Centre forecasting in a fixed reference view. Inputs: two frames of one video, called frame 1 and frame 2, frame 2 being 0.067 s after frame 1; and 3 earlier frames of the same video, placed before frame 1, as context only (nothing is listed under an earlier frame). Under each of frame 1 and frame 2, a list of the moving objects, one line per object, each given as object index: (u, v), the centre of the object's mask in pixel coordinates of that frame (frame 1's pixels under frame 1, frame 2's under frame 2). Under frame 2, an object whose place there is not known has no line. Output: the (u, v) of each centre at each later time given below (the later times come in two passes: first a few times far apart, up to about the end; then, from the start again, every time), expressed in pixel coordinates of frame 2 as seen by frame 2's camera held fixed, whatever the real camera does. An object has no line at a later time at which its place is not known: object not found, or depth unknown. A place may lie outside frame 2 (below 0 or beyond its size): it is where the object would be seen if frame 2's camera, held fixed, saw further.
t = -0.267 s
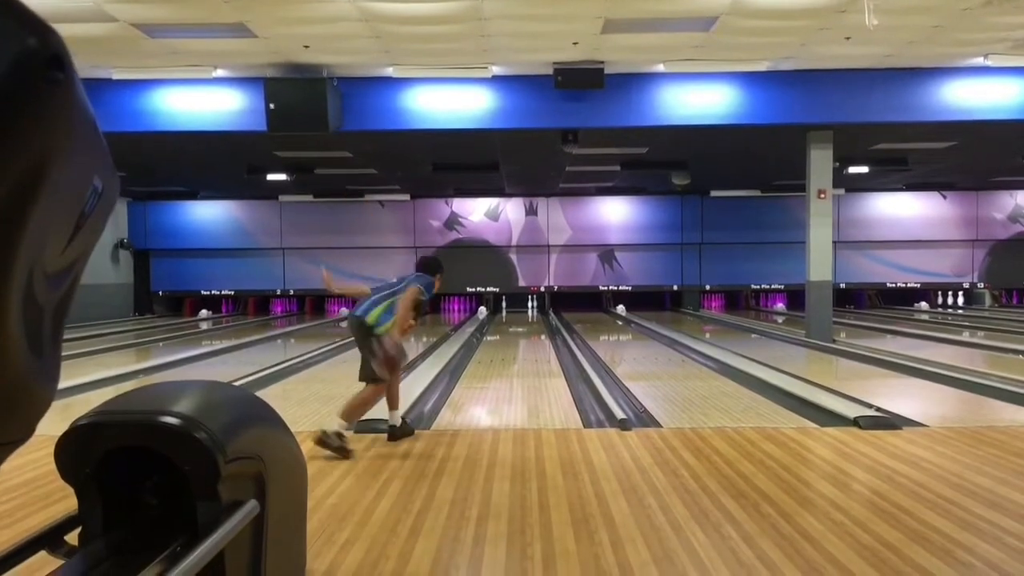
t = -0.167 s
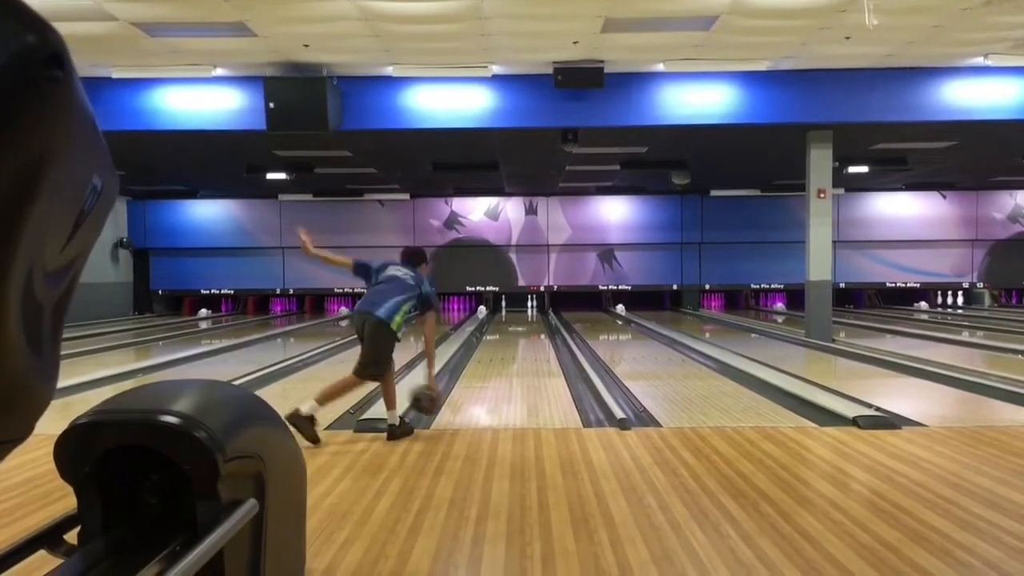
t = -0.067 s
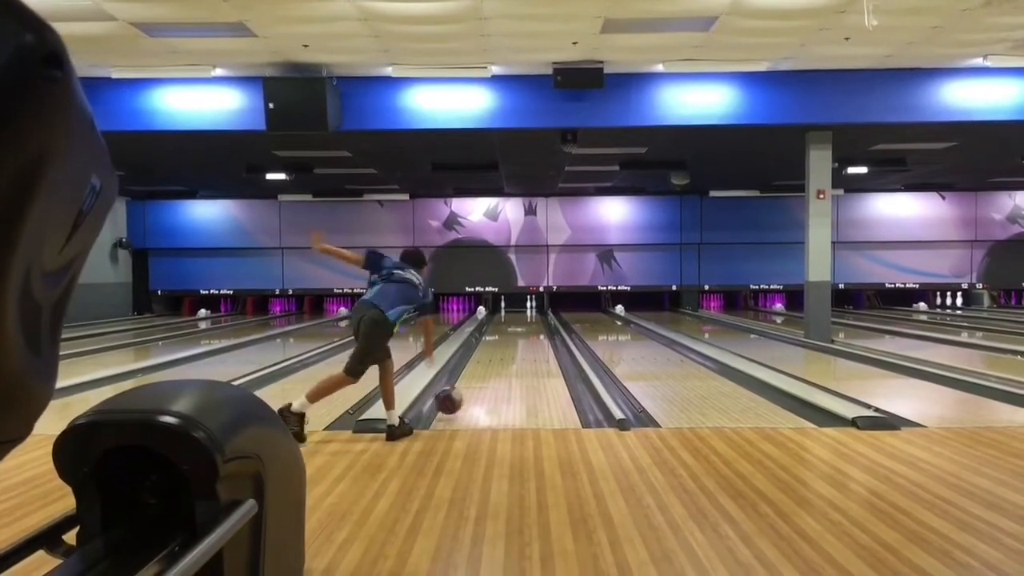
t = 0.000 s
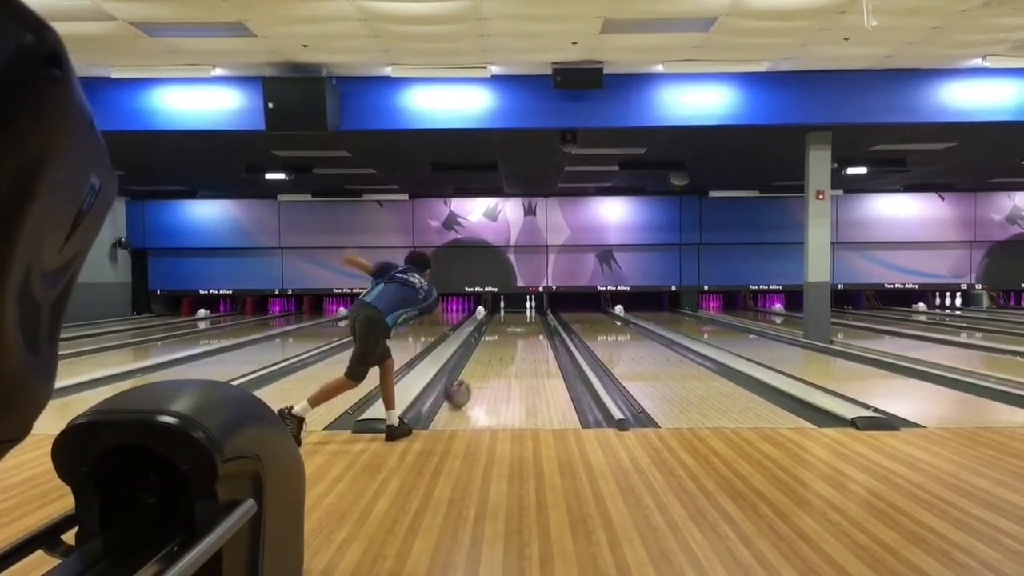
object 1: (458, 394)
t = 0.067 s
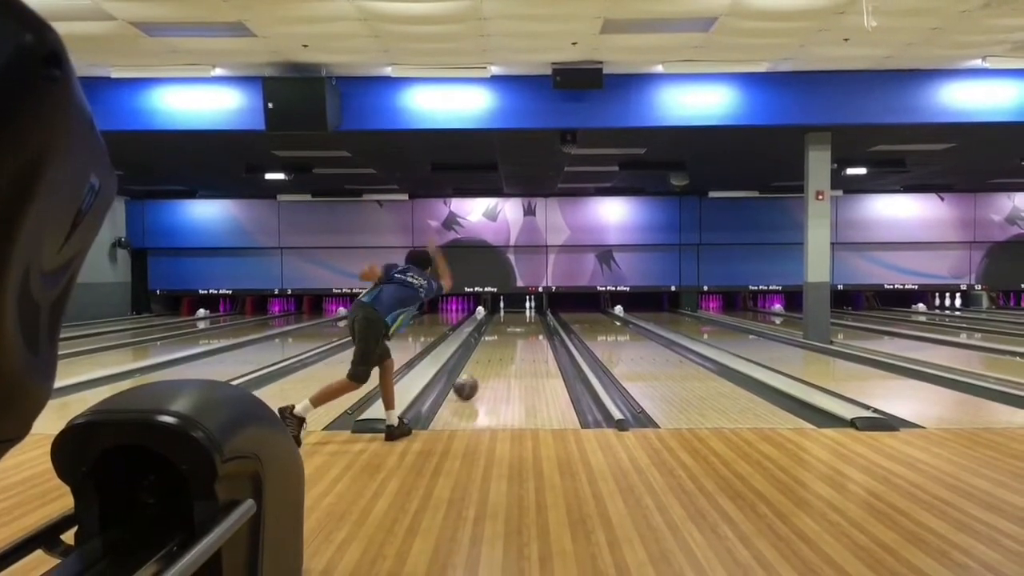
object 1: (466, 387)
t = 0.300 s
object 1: (488, 366)
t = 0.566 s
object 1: (505, 351)
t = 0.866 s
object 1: (518, 337)
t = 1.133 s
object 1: (526, 329)
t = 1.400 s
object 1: (531, 324)
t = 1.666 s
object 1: (536, 317)
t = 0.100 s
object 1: (470, 384)
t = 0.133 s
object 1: (473, 380)
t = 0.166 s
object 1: (476, 378)
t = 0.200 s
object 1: (480, 374)
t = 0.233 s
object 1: (482, 371)
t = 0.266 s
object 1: (485, 369)
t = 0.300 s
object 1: (488, 366)
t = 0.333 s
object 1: (490, 363)
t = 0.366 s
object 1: (493, 361)
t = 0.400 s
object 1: (495, 359)
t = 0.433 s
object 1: (497, 357)
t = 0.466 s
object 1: (499, 355)
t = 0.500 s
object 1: (501, 353)
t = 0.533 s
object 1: (504, 352)
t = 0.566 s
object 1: (505, 351)
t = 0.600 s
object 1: (507, 349)
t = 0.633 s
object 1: (509, 347)
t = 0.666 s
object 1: (510, 346)
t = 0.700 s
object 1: (512, 344)
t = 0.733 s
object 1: (512, 344)
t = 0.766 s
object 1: (513, 342)
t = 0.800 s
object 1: (516, 340)
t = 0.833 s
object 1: (517, 339)
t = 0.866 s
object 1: (518, 337)
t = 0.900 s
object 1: (519, 336)
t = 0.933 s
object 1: (520, 336)
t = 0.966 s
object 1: (520, 333)
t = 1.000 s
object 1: (523, 333)
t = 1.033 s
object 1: (523, 332)
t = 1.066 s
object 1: (523, 332)
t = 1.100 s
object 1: (525, 330)
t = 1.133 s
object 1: (526, 329)
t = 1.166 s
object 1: (527, 328)
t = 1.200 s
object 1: (528, 329)
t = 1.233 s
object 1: (529, 328)
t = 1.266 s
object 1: (530, 327)
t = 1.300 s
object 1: (531, 326)
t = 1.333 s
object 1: (531, 324)
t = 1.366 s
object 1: (531, 324)
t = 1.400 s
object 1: (531, 324)
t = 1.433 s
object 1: (534, 323)
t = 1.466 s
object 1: (535, 321)
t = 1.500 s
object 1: (535, 321)
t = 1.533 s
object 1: (535, 320)
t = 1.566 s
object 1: (535, 319)
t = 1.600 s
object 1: (535, 319)
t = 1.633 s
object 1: (536, 319)
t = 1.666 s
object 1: (536, 317)
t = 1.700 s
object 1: (537, 318)
